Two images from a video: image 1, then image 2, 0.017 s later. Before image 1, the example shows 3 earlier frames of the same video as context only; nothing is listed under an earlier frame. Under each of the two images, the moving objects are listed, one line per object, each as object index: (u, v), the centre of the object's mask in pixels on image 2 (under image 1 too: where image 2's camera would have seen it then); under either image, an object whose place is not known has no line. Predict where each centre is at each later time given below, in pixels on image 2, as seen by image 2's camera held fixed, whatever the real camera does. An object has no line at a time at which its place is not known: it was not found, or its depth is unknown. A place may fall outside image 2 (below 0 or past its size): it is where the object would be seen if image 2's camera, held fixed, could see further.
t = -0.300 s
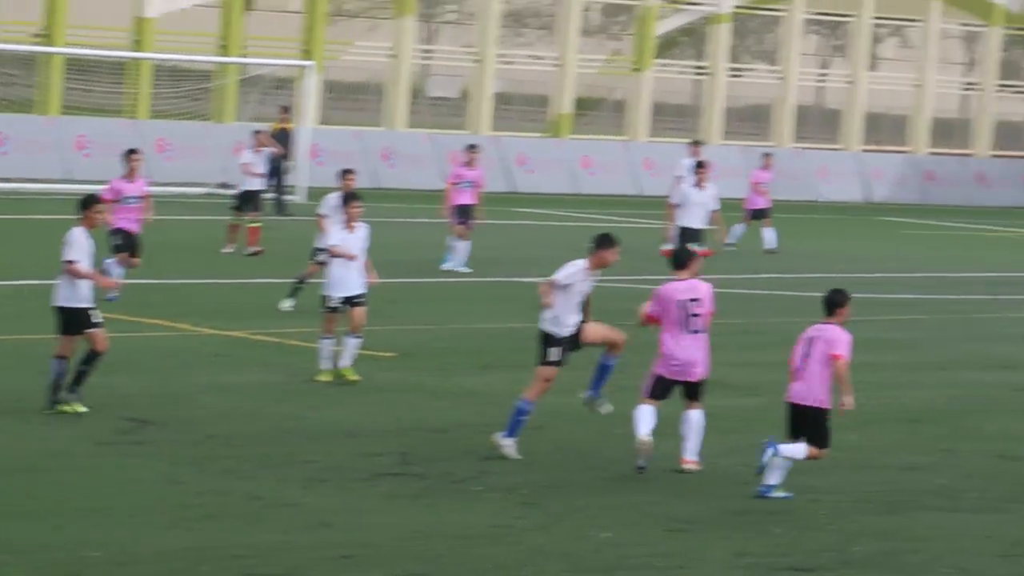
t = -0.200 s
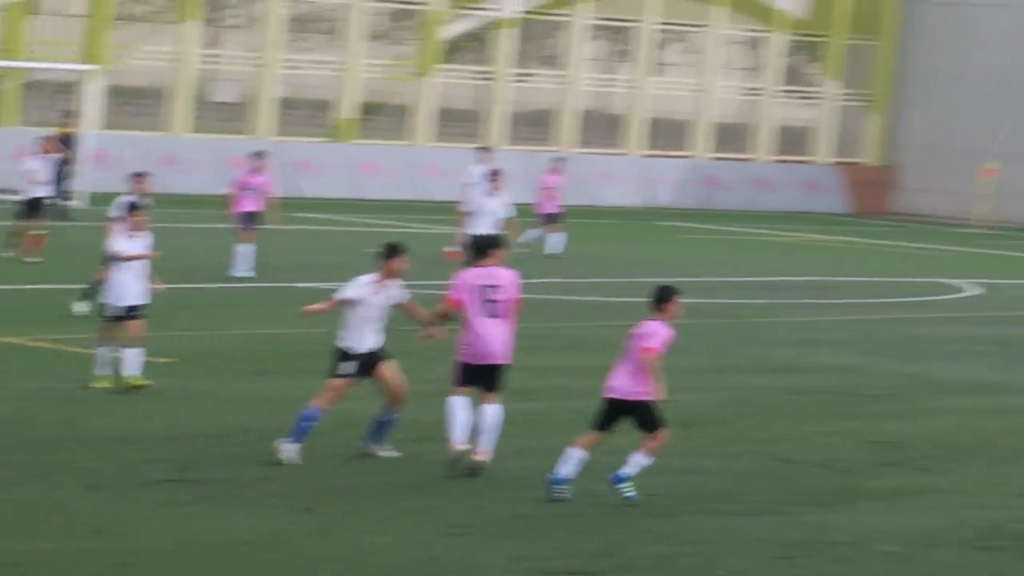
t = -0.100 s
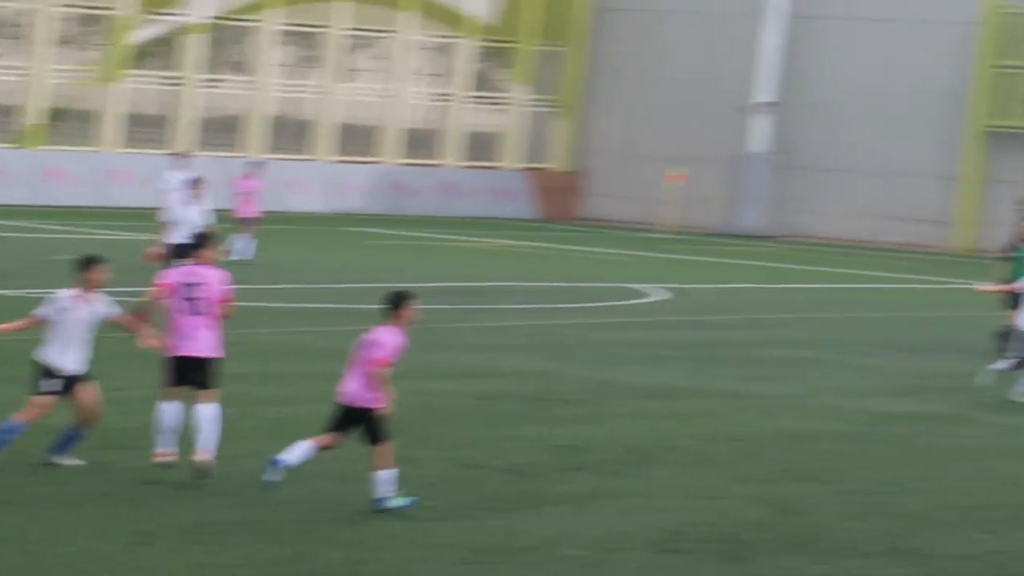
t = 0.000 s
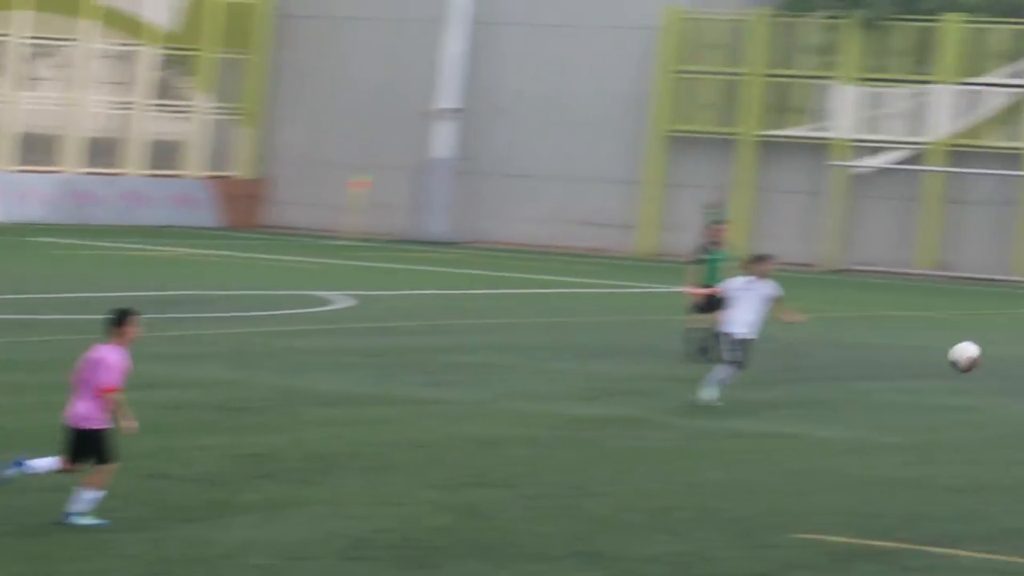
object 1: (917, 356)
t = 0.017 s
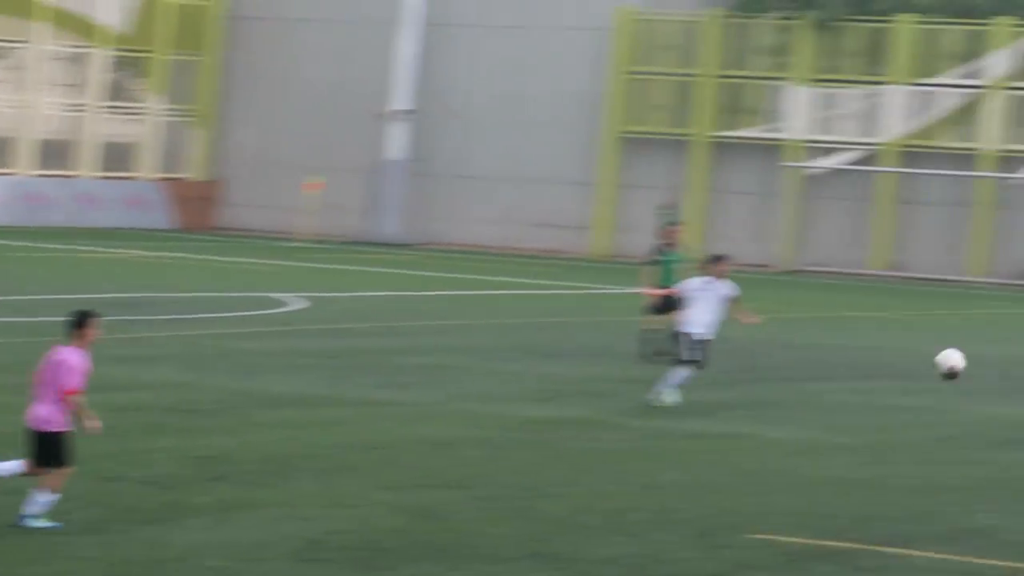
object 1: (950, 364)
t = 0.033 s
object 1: (981, 371)
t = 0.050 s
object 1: (1012, 379)
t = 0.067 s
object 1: (1044, 389)
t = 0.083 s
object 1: (1074, 398)
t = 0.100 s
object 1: (1100, 410)
